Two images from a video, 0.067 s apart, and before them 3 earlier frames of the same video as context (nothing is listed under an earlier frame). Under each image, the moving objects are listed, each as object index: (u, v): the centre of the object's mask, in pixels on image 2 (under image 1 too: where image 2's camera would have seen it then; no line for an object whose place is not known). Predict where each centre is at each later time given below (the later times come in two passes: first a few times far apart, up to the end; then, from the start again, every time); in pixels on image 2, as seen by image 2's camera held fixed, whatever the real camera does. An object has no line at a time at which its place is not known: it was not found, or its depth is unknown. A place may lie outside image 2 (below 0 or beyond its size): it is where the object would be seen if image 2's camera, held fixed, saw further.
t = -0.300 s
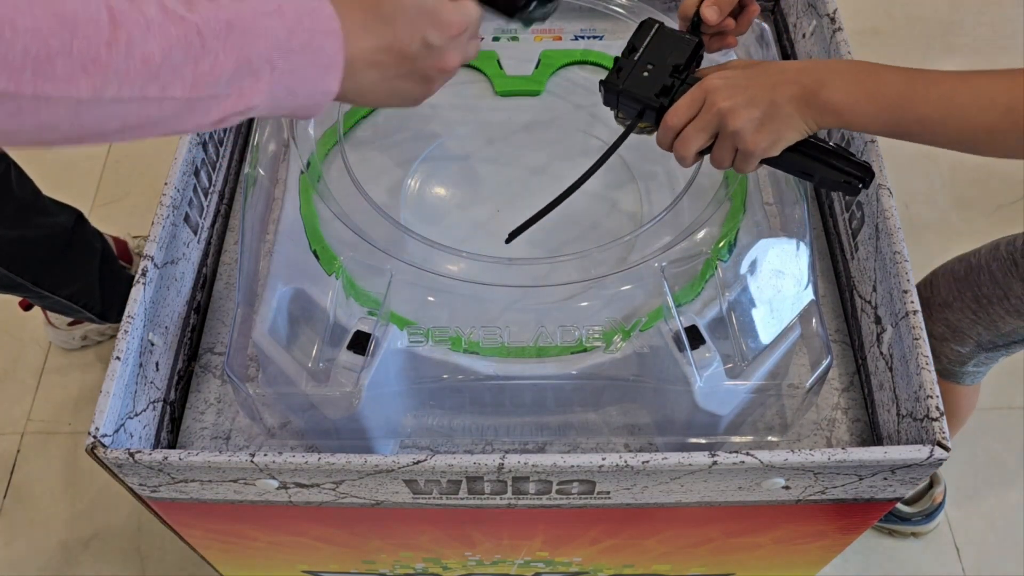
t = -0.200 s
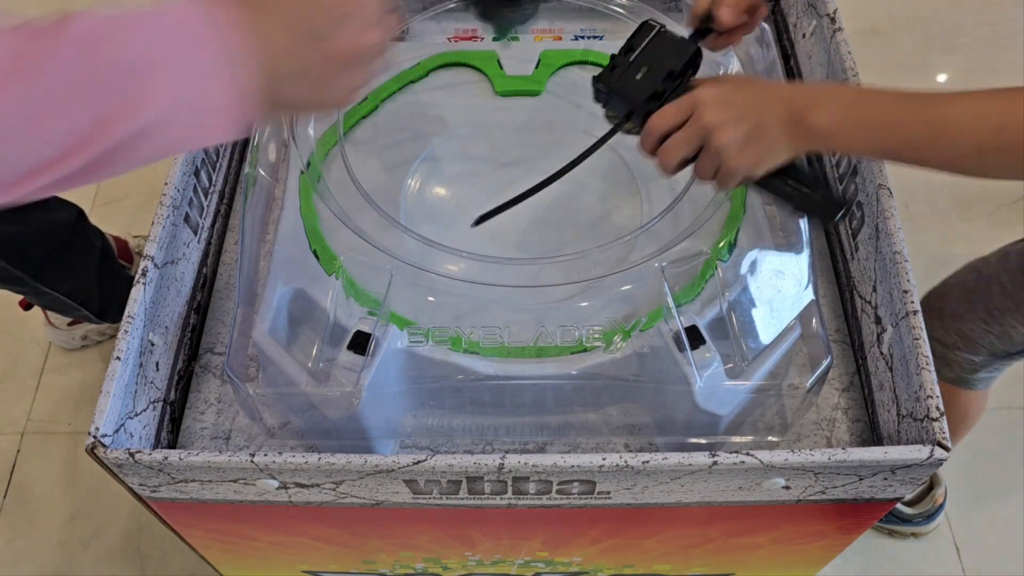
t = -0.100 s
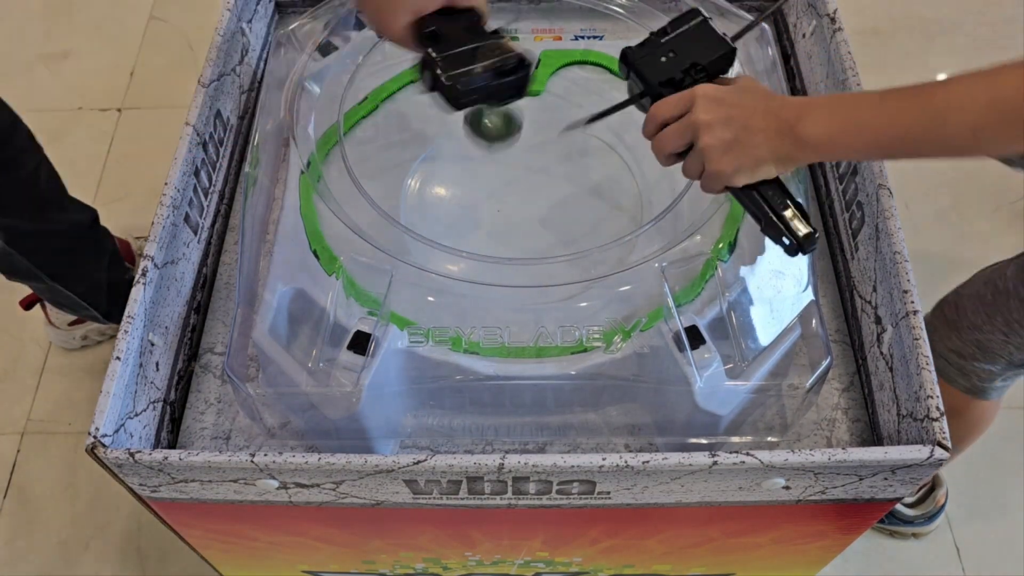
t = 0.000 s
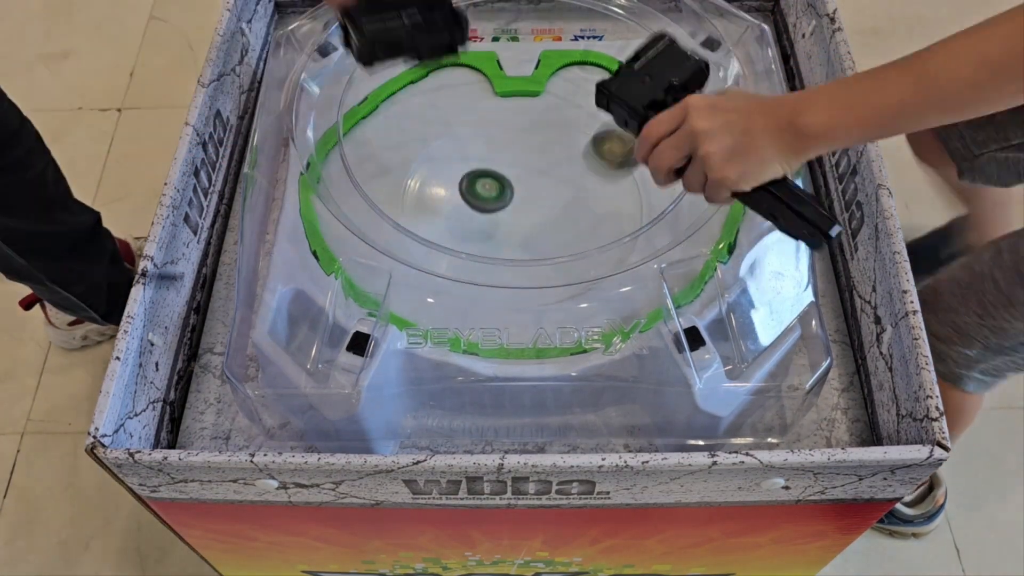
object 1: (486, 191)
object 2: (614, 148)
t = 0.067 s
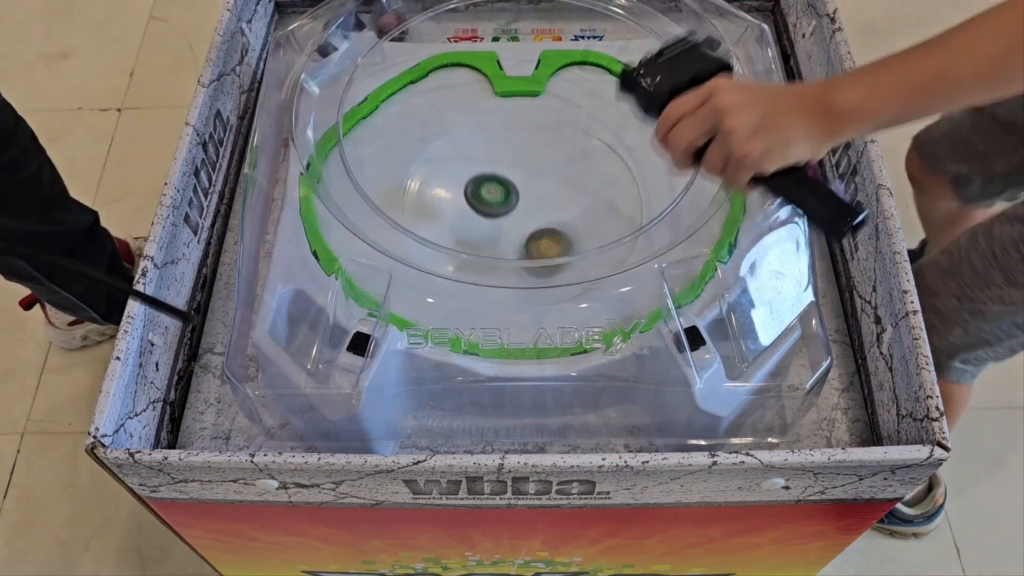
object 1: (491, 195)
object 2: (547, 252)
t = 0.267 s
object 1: (520, 209)
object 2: (362, 275)
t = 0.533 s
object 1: (534, 159)
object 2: (394, 210)
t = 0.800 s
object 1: (487, 138)
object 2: (507, 228)
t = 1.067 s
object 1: (458, 199)
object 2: (541, 242)
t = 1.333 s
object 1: (501, 186)
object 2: (561, 217)
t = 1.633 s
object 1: (512, 83)
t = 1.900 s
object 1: (468, 160)
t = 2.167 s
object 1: (325, 72)
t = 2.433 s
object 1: (488, 73)
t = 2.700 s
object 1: (512, 230)
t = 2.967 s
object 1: (591, 279)
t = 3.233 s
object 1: (612, 184)
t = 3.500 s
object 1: (542, 117)
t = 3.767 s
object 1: (463, 228)
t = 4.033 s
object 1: (546, 286)
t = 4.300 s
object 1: (667, 215)
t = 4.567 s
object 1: (701, 180)
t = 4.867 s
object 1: (538, 213)
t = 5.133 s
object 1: (411, 207)
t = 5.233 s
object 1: (425, 213)
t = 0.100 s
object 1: (494, 209)
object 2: (514, 243)
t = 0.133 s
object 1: (499, 212)
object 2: (477, 250)
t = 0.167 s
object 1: (504, 215)
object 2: (444, 257)
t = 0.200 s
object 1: (509, 214)
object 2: (409, 273)
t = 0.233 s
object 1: (515, 212)
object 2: (384, 271)
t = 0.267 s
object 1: (520, 209)
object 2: (362, 275)
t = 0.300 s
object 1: (525, 204)
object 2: (360, 261)
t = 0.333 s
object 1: (529, 199)
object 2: (361, 254)
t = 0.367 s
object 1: (533, 193)
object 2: (363, 247)
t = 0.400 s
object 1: (535, 187)
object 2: (367, 236)
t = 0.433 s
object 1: (537, 180)
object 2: (373, 226)
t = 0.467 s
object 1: (537, 173)
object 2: (380, 219)
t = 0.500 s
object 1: (536, 166)
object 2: (385, 214)
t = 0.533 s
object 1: (534, 159)
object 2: (394, 210)
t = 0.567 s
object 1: (531, 153)
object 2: (406, 208)
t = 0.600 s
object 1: (527, 148)
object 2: (415, 210)
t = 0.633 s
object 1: (522, 143)
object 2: (427, 212)
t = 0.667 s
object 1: (516, 139)
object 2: (443, 213)
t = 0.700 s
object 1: (510, 137)
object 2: (459, 216)
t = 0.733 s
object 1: (503, 136)
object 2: (476, 220)
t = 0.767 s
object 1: (495, 136)
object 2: (492, 223)
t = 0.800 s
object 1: (487, 138)
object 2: (507, 228)
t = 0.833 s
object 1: (479, 141)
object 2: (521, 232)
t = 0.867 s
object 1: (471, 146)
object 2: (532, 238)
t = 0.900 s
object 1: (463, 152)
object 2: (541, 242)
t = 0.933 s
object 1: (456, 160)
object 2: (545, 244)
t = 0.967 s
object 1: (451, 170)
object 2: (547, 245)
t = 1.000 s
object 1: (450, 180)
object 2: (547, 245)
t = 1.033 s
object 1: (452, 189)
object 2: (545, 244)
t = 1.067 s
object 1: (458, 199)
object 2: (541, 242)
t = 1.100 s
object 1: (468, 208)
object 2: (537, 238)
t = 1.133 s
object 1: (480, 215)
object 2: (532, 233)
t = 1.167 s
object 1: (480, 211)
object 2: (543, 231)
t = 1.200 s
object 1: (480, 209)
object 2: (554, 233)
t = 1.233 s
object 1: (482, 204)
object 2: (561, 231)
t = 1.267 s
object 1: (487, 199)
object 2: (564, 228)
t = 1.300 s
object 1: (493, 193)
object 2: (564, 223)
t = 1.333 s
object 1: (501, 186)
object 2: (561, 217)
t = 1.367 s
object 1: (509, 178)
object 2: (556, 211)
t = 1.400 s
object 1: (518, 170)
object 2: (549, 206)
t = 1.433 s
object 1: (520, 152)
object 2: (546, 210)
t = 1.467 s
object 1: (521, 134)
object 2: (543, 215)
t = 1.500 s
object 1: (521, 118)
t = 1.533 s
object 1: (520, 105)
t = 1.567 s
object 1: (518, 94)
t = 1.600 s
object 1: (516, 87)
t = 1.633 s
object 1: (512, 83)
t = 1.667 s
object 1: (508, 86)
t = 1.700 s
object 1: (503, 92)
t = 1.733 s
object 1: (496, 100)
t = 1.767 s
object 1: (489, 109)
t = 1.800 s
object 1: (483, 120)
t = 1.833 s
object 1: (477, 132)
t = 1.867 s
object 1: (472, 146)
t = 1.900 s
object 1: (468, 160)
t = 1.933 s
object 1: (468, 175)
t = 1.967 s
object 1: (471, 191)
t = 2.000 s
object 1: (445, 173)
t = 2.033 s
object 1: (404, 141)
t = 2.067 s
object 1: (365, 116)
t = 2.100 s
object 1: (325, 96)
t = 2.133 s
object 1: (310, 78)
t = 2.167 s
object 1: (325, 72)
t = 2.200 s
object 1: (340, 59)
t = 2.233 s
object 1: (364, 58)
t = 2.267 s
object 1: (391, 58)
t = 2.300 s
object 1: (412, 52)
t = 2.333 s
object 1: (437, 53)
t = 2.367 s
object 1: (461, 57)
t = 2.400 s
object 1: (480, 60)
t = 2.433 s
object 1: (488, 73)
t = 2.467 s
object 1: (491, 92)
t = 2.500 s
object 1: (490, 107)
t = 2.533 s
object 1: (489, 128)
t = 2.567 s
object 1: (490, 149)
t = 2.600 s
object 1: (493, 170)
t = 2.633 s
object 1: (498, 191)
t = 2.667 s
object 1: (504, 211)
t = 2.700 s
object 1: (512, 230)
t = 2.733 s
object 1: (521, 243)
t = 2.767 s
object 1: (531, 261)
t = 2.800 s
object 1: (542, 273)
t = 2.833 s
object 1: (554, 282)
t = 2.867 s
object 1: (565, 288)
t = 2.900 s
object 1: (574, 286)
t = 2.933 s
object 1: (583, 284)
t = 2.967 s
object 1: (591, 279)
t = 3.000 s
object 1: (600, 272)
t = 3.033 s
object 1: (608, 263)
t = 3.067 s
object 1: (614, 253)
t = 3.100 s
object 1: (618, 244)
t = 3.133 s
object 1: (619, 229)
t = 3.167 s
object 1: (618, 214)
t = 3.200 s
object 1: (616, 200)
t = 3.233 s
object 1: (612, 184)
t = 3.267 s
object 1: (607, 167)
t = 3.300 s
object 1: (601, 151)
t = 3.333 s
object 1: (594, 138)
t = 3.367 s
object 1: (587, 127)
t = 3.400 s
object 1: (578, 118)
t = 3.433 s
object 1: (567, 114)
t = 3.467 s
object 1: (555, 114)
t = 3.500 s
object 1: (542, 117)
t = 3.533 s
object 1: (529, 124)
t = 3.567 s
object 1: (516, 133)
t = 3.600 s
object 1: (503, 145)
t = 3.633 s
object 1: (491, 160)
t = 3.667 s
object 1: (481, 176)
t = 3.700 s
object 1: (472, 193)
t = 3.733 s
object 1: (466, 211)
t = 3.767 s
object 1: (463, 228)
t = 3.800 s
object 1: (465, 238)
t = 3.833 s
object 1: (467, 257)
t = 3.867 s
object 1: (473, 271)
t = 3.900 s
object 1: (483, 282)
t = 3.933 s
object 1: (497, 285)
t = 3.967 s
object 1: (513, 288)
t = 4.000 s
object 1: (529, 289)
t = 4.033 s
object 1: (546, 286)
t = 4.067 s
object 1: (563, 280)
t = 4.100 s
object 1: (580, 272)
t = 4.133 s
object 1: (597, 264)
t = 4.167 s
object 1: (612, 254)
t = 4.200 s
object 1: (628, 245)
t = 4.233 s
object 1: (642, 235)
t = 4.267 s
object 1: (655, 225)
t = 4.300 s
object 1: (667, 215)
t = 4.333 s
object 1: (677, 206)
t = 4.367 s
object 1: (691, 200)
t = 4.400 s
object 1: (700, 195)
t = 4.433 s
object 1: (706, 189)
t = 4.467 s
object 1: (709, 187)
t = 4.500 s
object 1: (709, 185)
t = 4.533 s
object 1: (706, 182)
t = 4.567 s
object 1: (701, 180)
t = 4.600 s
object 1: (693, 181)
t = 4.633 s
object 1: (671, 184)
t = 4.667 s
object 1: (657, 188)
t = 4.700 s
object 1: (645, 192)
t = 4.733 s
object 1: (629, 199)
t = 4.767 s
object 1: (611, 204)
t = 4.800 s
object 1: (589, 209)
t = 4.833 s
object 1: (565, 211)
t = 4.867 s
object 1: (538, 213)
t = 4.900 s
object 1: (513, 213)
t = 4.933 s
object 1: (490, 213)
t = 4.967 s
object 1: (469, 211)
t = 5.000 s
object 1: (450, 210)
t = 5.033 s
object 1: (434, 208)
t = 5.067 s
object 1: (422, 207)
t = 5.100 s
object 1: (414, 207)
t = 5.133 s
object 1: (411, 207)
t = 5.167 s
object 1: (412, 208)
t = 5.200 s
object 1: (416, 210)
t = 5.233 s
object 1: (425, 213)
